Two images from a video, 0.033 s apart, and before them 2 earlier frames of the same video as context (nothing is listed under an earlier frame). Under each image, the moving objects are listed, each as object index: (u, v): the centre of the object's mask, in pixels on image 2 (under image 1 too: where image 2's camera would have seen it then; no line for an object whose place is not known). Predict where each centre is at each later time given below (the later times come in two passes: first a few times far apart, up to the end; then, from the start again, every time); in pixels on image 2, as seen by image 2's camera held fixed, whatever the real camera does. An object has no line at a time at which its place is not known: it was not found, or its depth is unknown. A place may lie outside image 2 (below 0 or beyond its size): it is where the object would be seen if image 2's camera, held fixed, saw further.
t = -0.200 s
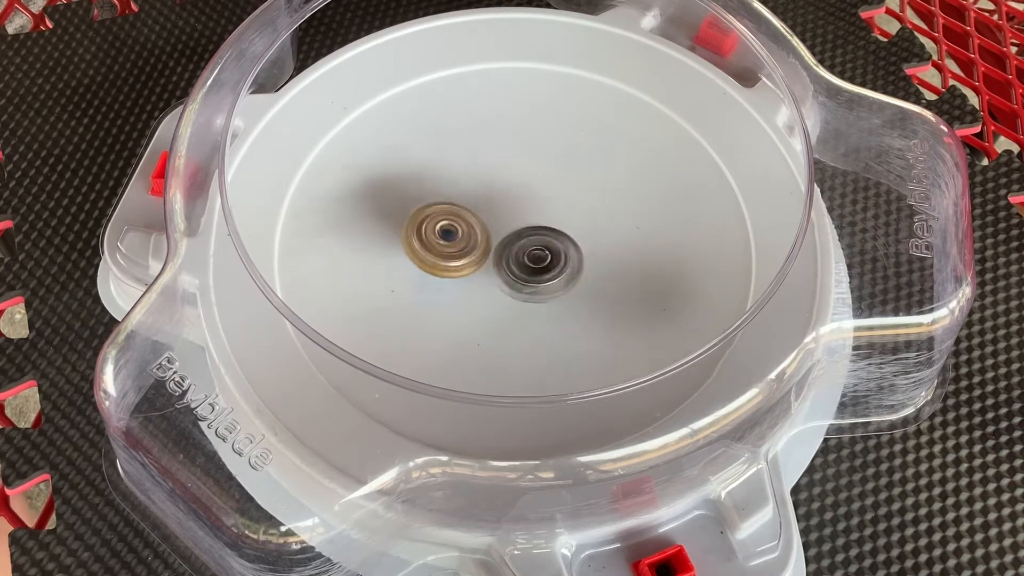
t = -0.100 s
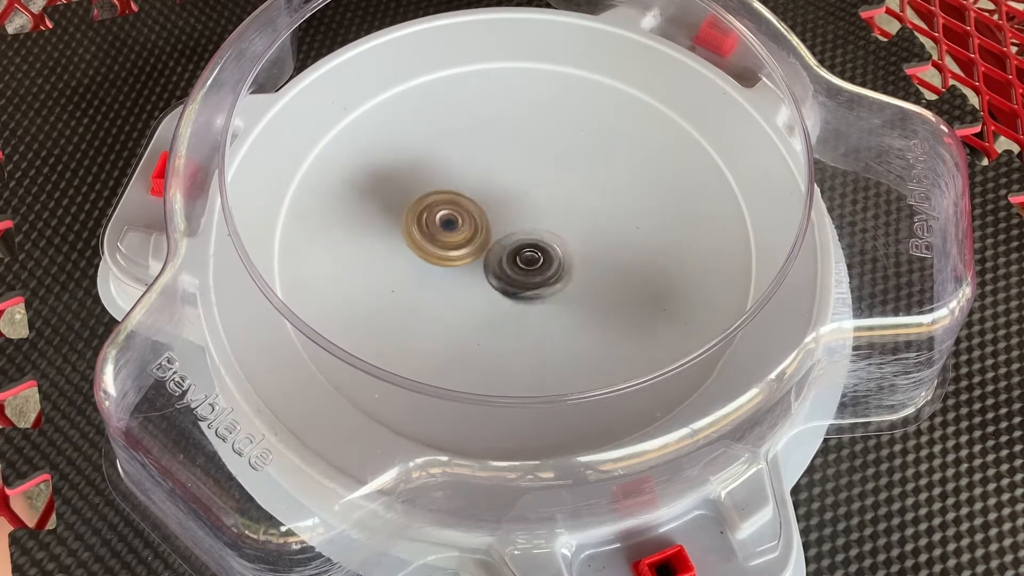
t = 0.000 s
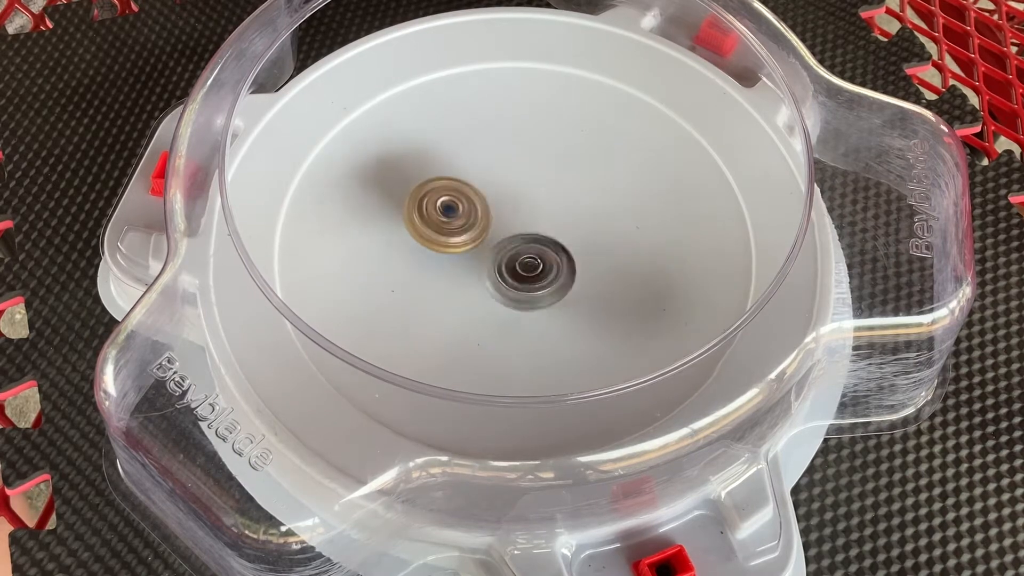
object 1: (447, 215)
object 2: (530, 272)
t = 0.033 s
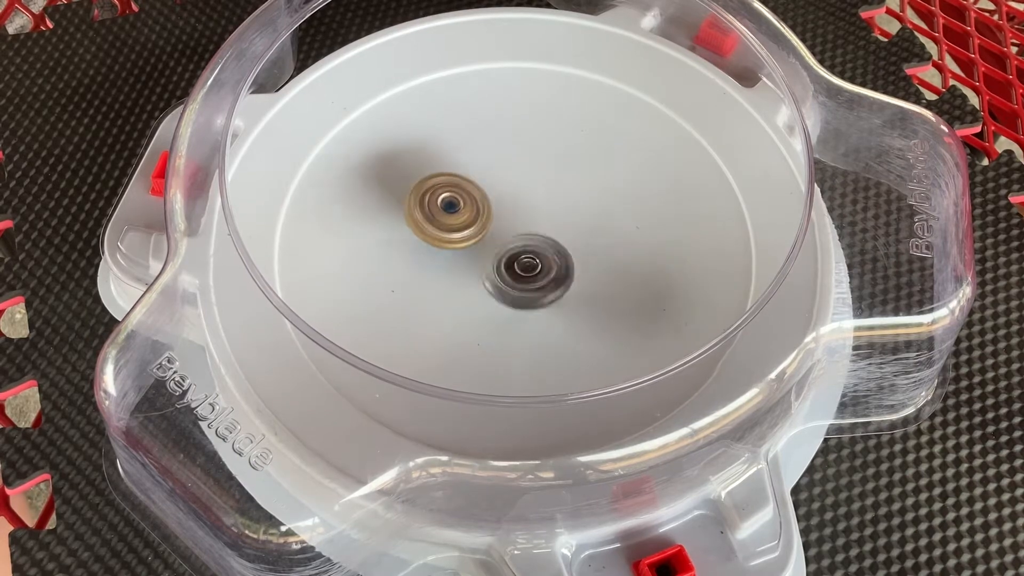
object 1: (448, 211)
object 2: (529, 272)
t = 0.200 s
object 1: (460, 199)
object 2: (517, 268)
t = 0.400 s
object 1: (485, 182)
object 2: (509, 274)
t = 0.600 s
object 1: (509, 173)
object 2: (516, 296)
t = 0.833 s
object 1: (536, 185)
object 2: (514, 276)
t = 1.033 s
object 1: (563, 199)
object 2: (491, 276)
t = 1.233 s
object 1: (576, 223)
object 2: (483, 277)
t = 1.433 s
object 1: (586, 251)
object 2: (471, 258)
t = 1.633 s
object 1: (581, 273)
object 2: (459, 244)
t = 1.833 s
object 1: (557, 289)
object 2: (475, 231)
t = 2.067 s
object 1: (521, 297)
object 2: (502, 213)
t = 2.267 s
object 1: (496, 289)
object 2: (528, 215)
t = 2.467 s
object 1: (476, 275)
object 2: (557, 220)
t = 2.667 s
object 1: (468, 251)
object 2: (564, 242)
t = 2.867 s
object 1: (470, 226)
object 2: (556, 262)
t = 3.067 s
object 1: (489, 210)
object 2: (528, 281)
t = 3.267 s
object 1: (516, 205)
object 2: (499, 284)
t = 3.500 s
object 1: (550, 215)
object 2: (479, 266)
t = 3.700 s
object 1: (568, 234)
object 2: (473, 244)
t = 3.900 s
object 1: (577, 258)
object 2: (472, 222)
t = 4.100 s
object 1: (571, 280)
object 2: (483, 212)
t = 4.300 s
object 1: (546, 292)
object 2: (510, 219)
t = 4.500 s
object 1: (512, 302)
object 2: (530, 225)
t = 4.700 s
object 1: (478, 295)
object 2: (542, 238)
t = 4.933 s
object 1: (445, 270)
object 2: (547, 252)
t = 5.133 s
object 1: (442, 240)
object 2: (534, 263)
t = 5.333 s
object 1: (457, 212)
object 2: (527, 274)
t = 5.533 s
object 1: (491, 192)
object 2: (521, 280)
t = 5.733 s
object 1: (527, 195)
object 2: (511, 281)
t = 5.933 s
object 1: (562, 212)
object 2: (496, 274)
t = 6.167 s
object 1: (581, 242)
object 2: (473, 264)
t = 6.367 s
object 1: (569, 266)
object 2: (472, 249)
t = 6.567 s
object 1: (544, 283)
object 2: (476, 226)
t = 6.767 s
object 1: (515, 286)
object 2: (491, 209)
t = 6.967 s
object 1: (490, 281)
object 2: (525, 197)
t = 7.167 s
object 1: (475, 262)
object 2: (552, 211)
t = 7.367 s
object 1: (477, 243)
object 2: (570, 238)
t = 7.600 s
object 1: (489, 226)
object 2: (557, 277)
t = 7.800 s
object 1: (505, 218)
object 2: (527, 294)
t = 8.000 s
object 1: (528, 217)
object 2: (484, 287)
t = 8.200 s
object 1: (548, 225)
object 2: (465, 259)
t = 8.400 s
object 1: (568, 241)
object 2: (467, 233)
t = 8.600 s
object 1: (577, 271)
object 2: (487, 208)
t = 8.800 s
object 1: (560, 299)
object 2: (494, 192)
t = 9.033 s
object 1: (489, 301)
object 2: (526, 205)
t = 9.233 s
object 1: (435, 306)
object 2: (570, 177)
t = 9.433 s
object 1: (474, 263)
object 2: (552, 202)
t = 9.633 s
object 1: (456, 270)
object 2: (603, 203)
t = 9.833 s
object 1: (470, 285)
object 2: (583, 226)
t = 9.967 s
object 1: (472, 292)
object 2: (542, 242)
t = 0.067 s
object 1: (450, 208)
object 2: (526, 271)
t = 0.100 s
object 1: (452, 205)
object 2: (521, 271)
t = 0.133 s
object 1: (454, 203)
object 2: (521, 270)
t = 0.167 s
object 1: (457, 201)
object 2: (520, 270)
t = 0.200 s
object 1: (460, 199)
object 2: (517, 268)
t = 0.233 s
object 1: (463, 198)
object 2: (517, 267)
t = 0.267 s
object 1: (467, 197)
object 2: (513, 265)
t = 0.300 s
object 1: (471, 195)
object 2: (510, 265)
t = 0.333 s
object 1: (476, 193)
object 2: (510, 265)
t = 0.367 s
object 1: (481, 192)
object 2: (509, 265)
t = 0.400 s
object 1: (485, 182)
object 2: (509, 274)
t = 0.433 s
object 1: (490, 176)
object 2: (510, 283)
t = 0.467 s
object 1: (494, 173)
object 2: (511, 289)
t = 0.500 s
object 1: (499, 172)
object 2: (512, 292)
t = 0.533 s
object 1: (502, 172)
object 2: (513, 294)
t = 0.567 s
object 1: (506, 172)
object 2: (515, 295)
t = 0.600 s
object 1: (509, 173)
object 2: (516, 296)
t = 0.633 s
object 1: (512, 173)
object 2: (517, 294)
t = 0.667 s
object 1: (516, 174)
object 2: (518, 292)
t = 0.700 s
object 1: (520, 175)
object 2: (518, 290)
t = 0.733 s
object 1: (524, 177)
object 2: (519, 288)
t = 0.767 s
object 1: (528, 179)
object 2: (516, 284)
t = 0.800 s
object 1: (532, 182)
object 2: (515, 280)
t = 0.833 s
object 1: (536, 185)
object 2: (514, 276)
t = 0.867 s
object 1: (540, 188)
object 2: (514, 274)
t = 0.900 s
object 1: (543, 193)
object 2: (513, 270)
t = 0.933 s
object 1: (546, 196)
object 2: (512, 266)
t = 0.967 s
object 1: (554, 195)
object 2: (504, 269)
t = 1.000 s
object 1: (559, 196)
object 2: (496, 274)
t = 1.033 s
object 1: (563, 199)
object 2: (491, 276)
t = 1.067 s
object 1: (566, 203)
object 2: (487, 279)
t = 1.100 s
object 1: (569, 206)
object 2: (484, 280)
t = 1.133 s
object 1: (571, 210)
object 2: (482, 281)
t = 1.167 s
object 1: (573, 214)
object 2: (482, 280)
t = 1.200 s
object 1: (575, 218)
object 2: (482, 279)
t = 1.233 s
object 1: (576, 223)
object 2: (483, 277)
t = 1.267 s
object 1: (577, 227)
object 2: (484, 274)
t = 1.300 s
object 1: (578, 232)
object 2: (486, 270)
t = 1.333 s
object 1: (577, 237)
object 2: (487, 266)
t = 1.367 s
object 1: (577, 242)
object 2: (489, 263)
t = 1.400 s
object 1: (583, 247)
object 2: (482, 260)
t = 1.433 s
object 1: (586, 251)
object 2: (471, 258)
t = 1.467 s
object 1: (586, 255)
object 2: (465, 255)
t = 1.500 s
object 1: (587, 259)
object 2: (461, 253)
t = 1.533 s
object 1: (586, 263)
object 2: (460, 250)
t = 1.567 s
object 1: (585, 266)
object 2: (460, 248)
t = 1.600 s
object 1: (583, 269)
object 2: (459, 246)
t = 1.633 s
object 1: (581, 273)
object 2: (459, 244)
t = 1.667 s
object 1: (578, 276)
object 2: (460, 241)
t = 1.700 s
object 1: (575, 279)
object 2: (462, 239)
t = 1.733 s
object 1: (571, 282)
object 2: (465, 237)
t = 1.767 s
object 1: (566, 285)
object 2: (468, 235)
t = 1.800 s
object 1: (562, 287)
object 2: (472, 233)
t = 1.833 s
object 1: (557, 289)
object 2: (475, 231)
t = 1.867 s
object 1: (551, 290)
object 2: (479, 230)
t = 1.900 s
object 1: (546, 291)
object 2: (482, 228)
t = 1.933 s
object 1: (540, 294)
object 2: (486, 225)
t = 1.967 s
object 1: (536, 296)
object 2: (490, 219)
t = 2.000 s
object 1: (531, 297)
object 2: (494, 216)
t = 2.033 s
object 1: (526, 298)
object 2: (498, 214)
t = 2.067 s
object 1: (521, 297)
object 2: (502, 213)
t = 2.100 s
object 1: (517, 297)
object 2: (505, 212)
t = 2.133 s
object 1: (513, 296)
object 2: (509, 212)
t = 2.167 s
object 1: (507, 294)
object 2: (514, 212)
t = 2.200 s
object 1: (503, 293)
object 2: (518, 212)
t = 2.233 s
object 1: (500, 291)
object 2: (523, 213)
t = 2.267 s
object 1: (496, 289)
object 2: (528, 215)
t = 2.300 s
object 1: (491, 288)
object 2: (534, 215)
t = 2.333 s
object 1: (487, 287)
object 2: (541, 215)
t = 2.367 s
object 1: (484, 284)
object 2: (546, 215)
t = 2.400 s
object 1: (480, 281)
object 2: (550, 216)
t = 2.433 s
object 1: (478, 278)
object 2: (554, 217)
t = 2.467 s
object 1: (476, 275)
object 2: (557, 220)
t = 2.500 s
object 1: (474, 271)
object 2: (558, 224)
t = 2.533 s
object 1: (473, 267)
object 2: (559, 227)
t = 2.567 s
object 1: (472, 263)
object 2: (560, 231)
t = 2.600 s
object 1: (472, 260)
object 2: (560, 235)
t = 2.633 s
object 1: (470, 255)
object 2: (561, 239)
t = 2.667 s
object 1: (468, 251)
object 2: (564, 242)
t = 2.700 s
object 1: (466, 246)
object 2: (565, 245)
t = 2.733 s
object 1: (466, 242)
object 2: (565, 248)
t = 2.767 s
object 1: (467, 237)
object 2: (563, 251)
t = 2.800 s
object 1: (468, 233)
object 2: (562, 254)
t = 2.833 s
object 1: (469, 230)
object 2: (559, 258)
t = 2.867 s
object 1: (470, 226)
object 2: (556, 262)
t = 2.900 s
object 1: (473, 222)
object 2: (553, 266)
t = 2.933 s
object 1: (476, 219)
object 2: (549, 270)
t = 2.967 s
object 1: (478, 217)
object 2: (544, 273)
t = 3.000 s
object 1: (481, 214)
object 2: (539, 276)
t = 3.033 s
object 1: (485, 212)
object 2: (534, 279)
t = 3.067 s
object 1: (489, 210)
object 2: (528, 281)
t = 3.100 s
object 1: (493, 208)
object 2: (523, 283)
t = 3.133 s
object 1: (497, 206)
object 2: (518, 284)
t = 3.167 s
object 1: (502, 205)
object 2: (513, 285)
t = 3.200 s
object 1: (507, 205)
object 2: (508, 286)
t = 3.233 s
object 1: (511, 205)
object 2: (503, 285)
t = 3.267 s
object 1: (516, 205)
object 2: (499, 284)
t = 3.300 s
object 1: (522, 205)
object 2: (495, 283)
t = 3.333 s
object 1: (527, 206)
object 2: (491, 281)
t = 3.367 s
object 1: (532, 207)
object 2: (488, 279)
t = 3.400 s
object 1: (536, 208)
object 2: (485, 276)
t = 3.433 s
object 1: (541, 210)
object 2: (483, 273)
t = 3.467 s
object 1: (546, 212)
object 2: (480, 269)
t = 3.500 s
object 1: (550, 215)
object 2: (479, 266)
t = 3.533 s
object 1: (553, 217)
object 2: (478, 262)
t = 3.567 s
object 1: (556, 220)
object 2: (477, 259)
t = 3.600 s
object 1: (560, 223)
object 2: (477, 255)
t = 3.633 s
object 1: (563, 227)
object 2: (475, 251)
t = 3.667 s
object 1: (566, 230)
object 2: (474, 248)
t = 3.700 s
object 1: (568, 234)
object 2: (473, 244)
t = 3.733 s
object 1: (569, 237)
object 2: (474, 241)
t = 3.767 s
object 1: (571, 240)
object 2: (475, 238)
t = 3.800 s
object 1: (571, 244)
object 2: (477, 235)
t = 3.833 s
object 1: (571, 247)
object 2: (478, 232)
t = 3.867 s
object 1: (572, 252)
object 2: (477, 227)
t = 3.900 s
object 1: (577, 258)
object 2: (472, 222)
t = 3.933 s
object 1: (579, 262)
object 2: (470, 217)
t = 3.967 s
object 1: (579, 266)
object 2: (470, 214)
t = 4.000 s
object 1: (577, 270)
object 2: (472, 213)
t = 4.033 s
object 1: (575, 274)
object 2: (475, 212)
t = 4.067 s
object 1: (573, 277)
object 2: (480, 212)
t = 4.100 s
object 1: (571, 280)
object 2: (483, 212)
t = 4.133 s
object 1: (568, 282)
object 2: (488, 213)
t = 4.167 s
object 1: (564, 285)
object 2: (491, 214)
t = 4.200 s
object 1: (560, 287)
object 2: (496, 216)
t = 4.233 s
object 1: (555, 289)
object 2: (500, 217)
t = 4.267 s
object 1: (550, 290)
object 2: (505, 219)
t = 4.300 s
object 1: (546, 292)
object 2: (510, 219)
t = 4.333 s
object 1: (540, 296)
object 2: (513, 218)
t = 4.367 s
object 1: (534, 298)
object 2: (518, 217)
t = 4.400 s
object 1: (529, 300)
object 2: (521, 219)
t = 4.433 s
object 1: (523, 300)
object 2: (524, 221)
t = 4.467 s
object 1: (517, 301)
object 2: (527, 223)
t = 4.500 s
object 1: (512, 302)
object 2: (530, 225)
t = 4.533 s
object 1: (505, 303)
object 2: (532, 225)
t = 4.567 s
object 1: (498, 302)
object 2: (536, 228)
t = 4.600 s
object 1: (493, 301)
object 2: (537, 229)
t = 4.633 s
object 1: (487, 300)
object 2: (539, 232)
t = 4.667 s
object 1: (482, 298)
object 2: (541, 235)
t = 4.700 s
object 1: (478, 295)
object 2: (542, 238)
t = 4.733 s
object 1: (471, 293)
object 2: (545, 240)
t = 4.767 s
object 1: (465, 290)
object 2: (548, 241)
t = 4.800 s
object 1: (459, 287)
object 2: (551, 244)
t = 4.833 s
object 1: (455, 283)
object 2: (551, 246)
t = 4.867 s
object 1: (451, 279)
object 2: (551, 248)
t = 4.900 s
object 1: (448, 274)
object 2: (549, 250)
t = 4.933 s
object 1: (445, 270)
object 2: (547, 252)
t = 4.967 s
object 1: (444, 265)
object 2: (545, 254)
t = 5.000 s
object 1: (443, 260)
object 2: (542, 256)
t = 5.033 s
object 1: (442, 256)
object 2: (540, 258)
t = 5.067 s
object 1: (442, 251)
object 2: (538, 260)
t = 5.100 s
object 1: (442, 246)
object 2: (535, 261)
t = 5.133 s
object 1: (442, 240)
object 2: (534, 263)
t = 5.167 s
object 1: (441, 233)
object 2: (536, 267)
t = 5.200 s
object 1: (443, 228)
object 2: (538, 270)
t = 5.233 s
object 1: (445, 223)
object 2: (537, 271)
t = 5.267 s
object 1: (449, 219)
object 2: (534, 272)
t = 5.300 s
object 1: (452, 215)
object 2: (531, 272)
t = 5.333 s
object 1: (457, 212)
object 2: (527, 274)
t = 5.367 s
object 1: (461, 209)
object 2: (528, 271)
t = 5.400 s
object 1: (466, 207)
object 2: (528, 272)
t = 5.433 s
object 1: (471, 205)
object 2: (526, 271)
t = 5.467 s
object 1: (478, 202)
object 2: (524, 270)
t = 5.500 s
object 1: (484, 196)
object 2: (522, 275)
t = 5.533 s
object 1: (491, 192)
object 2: (521, 280)
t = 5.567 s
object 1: (498, 191)
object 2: (519, 282)
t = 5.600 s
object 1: (503, 191)
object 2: (517, 283)
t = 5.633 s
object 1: (509, 191)
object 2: (517, 283)
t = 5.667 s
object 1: (515, 192)
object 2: (516, 283)
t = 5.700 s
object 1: (521, 193)
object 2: (513, 282)
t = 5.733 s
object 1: (527, 195)
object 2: (511, 281)
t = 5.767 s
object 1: (533, 197)
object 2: (510, 280)
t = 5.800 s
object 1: (538, 200)
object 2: (508, 277)
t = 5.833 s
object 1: (544, 204)
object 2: (507, 275)
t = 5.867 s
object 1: (550, 207)
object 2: (504, 273)
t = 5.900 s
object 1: (558, 208)
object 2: (499, 274)
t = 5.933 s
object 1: (562, 212)
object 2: (496, 274)
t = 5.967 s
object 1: (565, 216)
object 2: (494, 274)
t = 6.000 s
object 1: (568, 220)
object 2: (492, 272)
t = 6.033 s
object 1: (570, 225)
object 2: (492, 270)
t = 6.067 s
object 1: (571, 230)
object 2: (491, 267)
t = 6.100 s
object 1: (574, 234)
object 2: (487, 265)
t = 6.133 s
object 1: (580, 238)
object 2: (479, 265)
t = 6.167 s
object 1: (581, 242)
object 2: (473, 264)
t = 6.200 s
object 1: (581, 246)
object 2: (471, 262)
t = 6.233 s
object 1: (580, 251)
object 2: (470, 260)
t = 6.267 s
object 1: (578, 255)
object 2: (468, 257)
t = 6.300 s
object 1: (576, 259)
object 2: (469, 254)
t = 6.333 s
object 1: (572, 263)
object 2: (471, 251)
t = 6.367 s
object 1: (569, 266)
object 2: (472, 249)
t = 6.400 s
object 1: (565, 270)
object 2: (475, 246)
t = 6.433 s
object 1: (564, 274)
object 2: (470, 241)
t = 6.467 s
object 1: (560, 277)
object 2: (468, 236)
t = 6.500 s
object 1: (555, 280)
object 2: (471, 233)
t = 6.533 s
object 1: (550, 281)
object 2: (474, 230)
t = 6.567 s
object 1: (544, 283)
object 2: (476, 226)
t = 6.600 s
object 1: (539, 286)
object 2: (476, 222)
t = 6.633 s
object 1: (534, 286)
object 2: (478, 217)
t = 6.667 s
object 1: (529, 285)
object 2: (480, 216)
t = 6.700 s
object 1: (525, 287)
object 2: (484, 213)
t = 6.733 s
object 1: (519, 287)
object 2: (487, 210)
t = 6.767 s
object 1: (515, 286)
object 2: (491, 209)
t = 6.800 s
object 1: (510, 286)
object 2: (496, 204)
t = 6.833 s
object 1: (505, 288)
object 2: (500, 200)
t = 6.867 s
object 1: (500, 287)
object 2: (507, 198)
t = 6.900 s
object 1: (496, 285)
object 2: (513, 197)
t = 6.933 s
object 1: (493, 283)
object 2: (519, 197)
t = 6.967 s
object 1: (490, 281)
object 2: (525, 197)
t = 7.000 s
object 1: (488, 278)
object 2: (527, 199)
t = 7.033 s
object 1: (486, 274)
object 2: (532, 203)
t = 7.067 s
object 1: (484, 272)
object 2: (536, 206)
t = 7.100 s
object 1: (481, 267)
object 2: (545, 205)
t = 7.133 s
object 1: (476, 266)
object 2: (550, 208)
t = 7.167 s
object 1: (475, 262)
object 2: (552, 211)
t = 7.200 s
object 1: (475, 259)
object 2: (559, 214)
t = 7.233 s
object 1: (475, 256)
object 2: (564, 219)
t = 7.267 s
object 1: (475, 253)
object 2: (566, 223)
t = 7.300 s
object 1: (477, 250)
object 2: (565, 227)
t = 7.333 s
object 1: (478, 247)
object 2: (566, 234)
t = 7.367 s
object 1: (477, 243)
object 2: (570, 238)
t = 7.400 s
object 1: (479, 240)
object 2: (573, 244)
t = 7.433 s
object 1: (480, 238)
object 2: (571, 249)
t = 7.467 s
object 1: (482, 235)
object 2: (568, 254)
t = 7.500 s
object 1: (482, 231)
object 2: (570, 260)
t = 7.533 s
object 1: (484, 229)
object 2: (568, 265)
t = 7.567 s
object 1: (487, 228)
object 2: (564, 271)
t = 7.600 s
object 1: (489, 226)
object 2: (557, 277)
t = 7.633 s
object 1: (491, 224)
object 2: (554, 278)
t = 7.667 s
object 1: (494, 223)
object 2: (551, 283)
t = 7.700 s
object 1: (496, 219)
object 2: (545, 289)
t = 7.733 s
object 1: (499, 218)
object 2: (535, 294)
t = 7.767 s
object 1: (502, 218)
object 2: (533, 293)
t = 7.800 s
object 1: (505, 218)
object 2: (527, 294)
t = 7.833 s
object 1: (509, 218)
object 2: (518, 293)
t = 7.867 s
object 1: (513, 216)
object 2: (510, 293)
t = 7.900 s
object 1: (516, 217)
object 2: (505, 292)
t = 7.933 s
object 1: (520, 217)
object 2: (497, 291)
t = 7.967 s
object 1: (523, 218)
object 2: (491, 288)
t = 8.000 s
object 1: (528, 217)
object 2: (484, 287)
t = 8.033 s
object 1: (534, 218)
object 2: (477, 284)
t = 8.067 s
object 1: (538, 218)
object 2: (471, 281)
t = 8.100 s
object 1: (541, 219)
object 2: (468, 276)
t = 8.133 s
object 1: (543, 221)
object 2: (466, 270)
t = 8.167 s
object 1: (546, 223)
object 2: (465, 264)
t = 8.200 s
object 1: (548, 225)
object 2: (465, 259)
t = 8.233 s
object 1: (552, 228)
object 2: (465, 252)
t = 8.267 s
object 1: (561, 230)
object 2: (458, 247)
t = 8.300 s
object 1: (565, 234)
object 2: (456, 245)
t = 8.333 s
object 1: (566, 236)
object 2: (458, 238)
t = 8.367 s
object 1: (567, 238)
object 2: (462, 236)
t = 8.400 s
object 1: (568, 241)
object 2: (467, 233)
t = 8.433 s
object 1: (568, 244)
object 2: (473, 229)
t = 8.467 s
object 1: (569, 248)
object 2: (480, 228)
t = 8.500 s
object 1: (572, 253)
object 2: (481, 224)
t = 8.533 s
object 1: (571, 257)
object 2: (485, 220)
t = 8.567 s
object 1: (569, 259)
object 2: (489, 220)
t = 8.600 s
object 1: (577, 271)
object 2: (487, 208)
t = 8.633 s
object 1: (580, 281)
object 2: (481, 196)
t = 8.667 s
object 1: (577, 286)
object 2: (481, 191)
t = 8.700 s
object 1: (574, 291)
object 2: (483, 190)
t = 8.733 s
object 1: (570, 294)
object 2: (484, 188)
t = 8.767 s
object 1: (566, 297)
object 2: (488, 191)
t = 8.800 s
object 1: (560, 299)
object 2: (494, 192)
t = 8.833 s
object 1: (553, 300)
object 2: (494, 195)
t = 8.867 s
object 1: (545, 301)
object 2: (498, 203)
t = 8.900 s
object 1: (537, 299)
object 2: (501, 200)
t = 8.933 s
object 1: (528, 298)
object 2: (502, 208)
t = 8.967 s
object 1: (519, 295)
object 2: (506, 212)
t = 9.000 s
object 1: (510, 293)
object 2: (507, 216)
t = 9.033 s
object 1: (489, 301)
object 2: (526, 205)
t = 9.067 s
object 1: (469, 312)
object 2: (539, 190)
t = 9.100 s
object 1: (454, 316)
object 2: (554, 181)
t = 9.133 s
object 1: (440, 319)
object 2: (561, 174)
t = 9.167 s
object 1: (434, 317)
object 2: (569, 173)
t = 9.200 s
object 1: (432, 312)
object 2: (570, 173)
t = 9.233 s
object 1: (435, 306)
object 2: (570, 177)
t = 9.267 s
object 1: (438, 298)
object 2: (563, 180)
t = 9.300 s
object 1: (442, 290)
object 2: (566, 184)
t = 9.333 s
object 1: (449, 282)
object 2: (561, 188)
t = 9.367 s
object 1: (456, 275)
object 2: (559, 193)
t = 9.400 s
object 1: (464, 269)
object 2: (555, 199)
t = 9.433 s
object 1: (474, 263)
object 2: (552, 202)
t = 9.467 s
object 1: (482, 259)
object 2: (545, 207)
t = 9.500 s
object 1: (474, 260)
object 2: (562, 202)
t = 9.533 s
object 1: (461, 264)
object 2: (580, 199)
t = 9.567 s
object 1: (454, 267)
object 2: (594, 197)
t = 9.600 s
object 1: (454, 269)
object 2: (605, 198)
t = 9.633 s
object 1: (456, 270)
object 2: (603, 203)
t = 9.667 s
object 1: (460, 272)
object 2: (602, 202)
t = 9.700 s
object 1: (462, 274)
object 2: (604, 205)
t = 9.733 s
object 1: (464, 278)
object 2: (599, 210)
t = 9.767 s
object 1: (466, 280)
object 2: (596, 212)
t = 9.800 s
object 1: (468, 283)
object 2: (592, 217)
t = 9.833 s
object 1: (470, 285)
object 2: (583, 226)
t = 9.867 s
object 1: (469, 287)
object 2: (576, 230)
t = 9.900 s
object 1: (471, 289)
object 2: (566, 235)
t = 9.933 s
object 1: (471, 290)
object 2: (552, 240)
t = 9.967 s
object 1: (472, 292)
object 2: (542, 242)
